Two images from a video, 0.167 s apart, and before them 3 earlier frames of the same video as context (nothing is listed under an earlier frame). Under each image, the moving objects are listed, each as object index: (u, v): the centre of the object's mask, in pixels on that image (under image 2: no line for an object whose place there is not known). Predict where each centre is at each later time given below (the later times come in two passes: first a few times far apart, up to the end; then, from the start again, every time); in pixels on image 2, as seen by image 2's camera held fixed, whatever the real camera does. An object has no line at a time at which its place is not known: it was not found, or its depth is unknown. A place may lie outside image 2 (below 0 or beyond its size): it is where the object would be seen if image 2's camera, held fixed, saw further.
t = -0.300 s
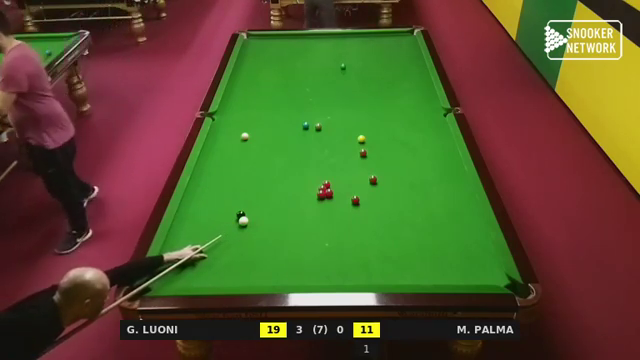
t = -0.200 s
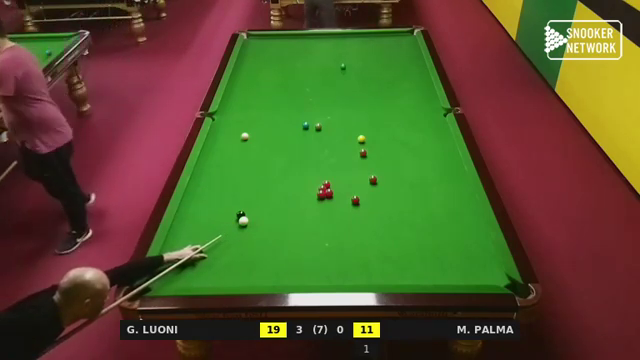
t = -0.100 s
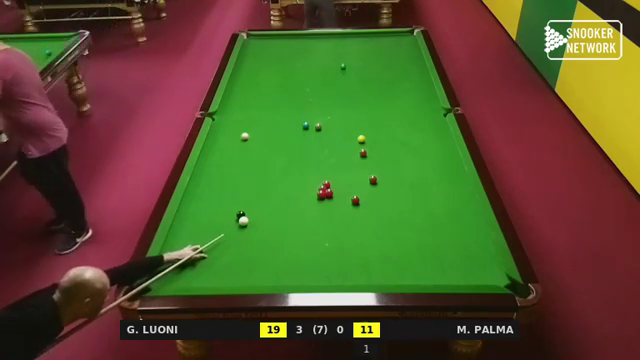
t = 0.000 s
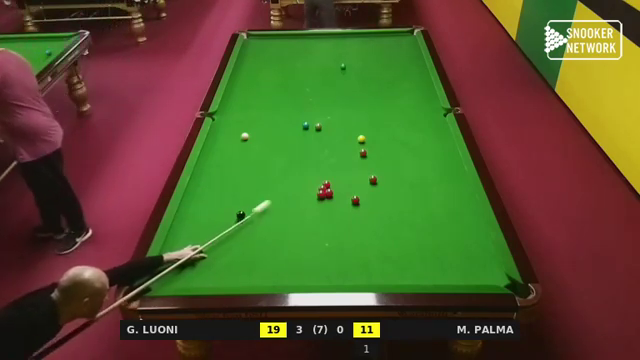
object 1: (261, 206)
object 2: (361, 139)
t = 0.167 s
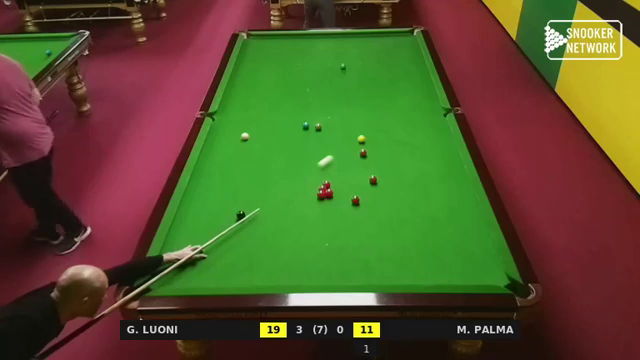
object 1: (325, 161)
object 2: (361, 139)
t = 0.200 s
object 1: (336, 153)
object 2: (361, 139)
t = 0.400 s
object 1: (347, 127)
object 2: (402, 128)
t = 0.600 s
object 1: (346, 108)
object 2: (440, 113)
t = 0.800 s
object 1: (345, 92)
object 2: (424, 99)
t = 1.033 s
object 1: (344, 75)
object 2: (410, 85)
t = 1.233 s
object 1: (344, 68)
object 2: (398, 74)
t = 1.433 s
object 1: (345, 65)
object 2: (389, 64)
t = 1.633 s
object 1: (346, 63)
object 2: (380, 55)
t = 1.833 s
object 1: (347, 60)
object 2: (372, 47)
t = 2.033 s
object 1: (347, 59)
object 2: (365, 39)
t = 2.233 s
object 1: (348, 57)
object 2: (358, 34)
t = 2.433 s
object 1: (349, 55)
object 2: (351, 40)
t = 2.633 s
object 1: (350, 54)
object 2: (343, 45)
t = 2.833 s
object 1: (350, 53)
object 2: (336, 50)
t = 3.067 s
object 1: (351, 52)
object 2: (326, 56)
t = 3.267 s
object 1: (351, 51)
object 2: (319, 62)
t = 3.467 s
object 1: (351, 50)
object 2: (311, 67)
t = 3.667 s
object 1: (351, 50)
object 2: (304, 73)
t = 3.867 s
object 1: (351, 50)
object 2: (296, 79)
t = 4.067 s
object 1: (351, 50)
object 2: (288, 84)
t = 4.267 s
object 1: (351, 49)
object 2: (280, 90)
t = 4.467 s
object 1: (351, 49)
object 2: (272, 96)
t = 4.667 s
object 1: (351, 49)
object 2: (264, 101)
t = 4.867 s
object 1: (351, 49)
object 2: (256, 107)
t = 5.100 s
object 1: (351, 49)
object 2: (247, 114)
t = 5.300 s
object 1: (351, 49)
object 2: (239, 120)
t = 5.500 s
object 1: (351, 49)
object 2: (231, 126)
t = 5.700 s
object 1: (351, 49)
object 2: (223, 131)
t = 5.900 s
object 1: (351, 49)
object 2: (215, 137)
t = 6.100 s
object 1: (351, 49)
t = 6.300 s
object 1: (351, 49)
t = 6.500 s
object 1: (351, 49)
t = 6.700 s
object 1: (351, 49)
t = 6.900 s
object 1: (351, 49)
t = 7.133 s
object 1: (351, 49)
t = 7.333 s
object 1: (351, 49)
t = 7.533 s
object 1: (351, 49)
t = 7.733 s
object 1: (351, 49)
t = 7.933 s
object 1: (351, 49)
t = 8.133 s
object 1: (351, 49)
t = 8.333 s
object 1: (351, 49)
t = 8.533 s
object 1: (351, 49)
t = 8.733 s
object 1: (351, 49)
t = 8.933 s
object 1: (351, 49)
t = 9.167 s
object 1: (351, 49)
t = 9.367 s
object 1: (351, 49)
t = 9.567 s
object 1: (351, 49)
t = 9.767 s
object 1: (351, 49)
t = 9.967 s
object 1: (351, 49)
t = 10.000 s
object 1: (351, 49)
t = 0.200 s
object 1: (336, 153)
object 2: (361, 139)
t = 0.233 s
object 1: (345, 146)
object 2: (361, 139)
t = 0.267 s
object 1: (353, 140)
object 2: (362, 139)
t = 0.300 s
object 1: (352, 136)
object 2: (372, 135)
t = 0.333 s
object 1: (350, 133)
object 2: (382, 133)
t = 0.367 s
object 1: (348, 130)
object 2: (392, 130)
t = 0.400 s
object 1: (347, 127)
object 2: (402, 128)
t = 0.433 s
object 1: (347, 123)
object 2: (411, 125)
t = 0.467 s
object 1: (346, 120)
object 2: (419, 123)
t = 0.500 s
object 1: (346, 117)
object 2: (428, 120)
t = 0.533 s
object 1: (346, 114)
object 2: (435, 118)
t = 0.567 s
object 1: (346, 111)
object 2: (442, 116)
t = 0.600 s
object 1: (346, 108)
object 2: (440, 113)
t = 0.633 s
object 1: (346, 106)
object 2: (436, 111)
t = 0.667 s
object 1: (345, 103)
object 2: (434, 108)
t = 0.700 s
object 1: (345, 100)
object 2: (431, 106)
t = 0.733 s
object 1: (345, 97)
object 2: (428, 104)
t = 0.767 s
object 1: (345, 95)
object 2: (426, 101)
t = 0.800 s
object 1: (345, 92)
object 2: (424, 99)
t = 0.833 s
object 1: (344, 90)
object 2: (422, 97)
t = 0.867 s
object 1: (344, 87)
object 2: (420, 95)
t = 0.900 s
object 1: (344, 85)
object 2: (418, 93)
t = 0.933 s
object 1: (344, 82)
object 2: (416, 91)
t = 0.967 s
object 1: (344, 80)
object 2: (414, 89)
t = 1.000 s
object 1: (344, 78)
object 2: (412, 86)
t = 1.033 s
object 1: (344, 75)
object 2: (410, 85)
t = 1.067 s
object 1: (343, 73)
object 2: (408, 83)
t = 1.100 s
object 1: (343, 71)
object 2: (406, 81)
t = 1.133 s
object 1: (343, 69)
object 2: (404, 79)
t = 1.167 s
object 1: (343, 68)
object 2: (402, 77)
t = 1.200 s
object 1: (344, 68)
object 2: (401, 75)
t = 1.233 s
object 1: (344, 68)
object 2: (398, 74)
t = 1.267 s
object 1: (344, 67)
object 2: (397, 72)
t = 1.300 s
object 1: (344, 67)
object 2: (396, 70)
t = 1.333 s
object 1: (344, 66)
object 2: (394, 68)
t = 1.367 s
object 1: (345, 66)
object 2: (392, 67)
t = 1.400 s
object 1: (345, 65)
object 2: (390, 65)
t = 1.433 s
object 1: (345, 65)
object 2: (389, 64)
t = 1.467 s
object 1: (345, 65)
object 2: (388, 62)
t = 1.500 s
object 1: (345, 64)
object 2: (386, 60)
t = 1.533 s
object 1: (346, 64)
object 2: (385, 59)
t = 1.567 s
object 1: (346, 63)
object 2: (383, 58)
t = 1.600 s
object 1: (346, 63)
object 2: (381, 56)
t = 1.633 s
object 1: (346, 63)
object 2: (380, 55)
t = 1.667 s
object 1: (346, 62)
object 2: (379, 53)
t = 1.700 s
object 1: (346, 62)
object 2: (378, 52)
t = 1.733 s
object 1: (346, 61)
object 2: (376, 50)
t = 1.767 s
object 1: (347, 61)
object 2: (375, 49)
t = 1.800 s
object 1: (347, 61)
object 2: (374, 48)
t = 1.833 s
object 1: (347, 60)
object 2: (372, 47)
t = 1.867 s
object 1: (347, 60)
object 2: (371, 45)
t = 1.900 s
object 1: (347, 60)
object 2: (370, 44)
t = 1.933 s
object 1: (347, 59)
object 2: (368, 43)
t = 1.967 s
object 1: (347, 59)
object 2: (367, 41)
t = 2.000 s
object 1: (348, 59)
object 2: (366, 40)
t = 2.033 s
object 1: (347, 59)
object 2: (365, 39)
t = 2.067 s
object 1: (348, 58)
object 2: (364, 37)
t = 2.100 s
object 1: (348, 58)
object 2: (363, 36)
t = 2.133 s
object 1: (348, 58)
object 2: (362, 35)
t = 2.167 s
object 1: (348, 57)
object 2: (360, 34)
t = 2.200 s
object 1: (348, 57)
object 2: (359, 34)
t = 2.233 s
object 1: (348, 57)
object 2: (358, 34)
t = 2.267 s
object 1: (348, 57)
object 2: (357, 36)
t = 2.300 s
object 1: (348, 56)
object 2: (355, 36)
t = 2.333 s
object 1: (349, 56)
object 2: (354, 37)
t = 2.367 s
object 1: (349, 56)
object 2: (353, 38)
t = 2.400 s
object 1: (349, 56)
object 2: (352, 39)
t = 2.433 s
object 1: (349, 55)
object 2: (351, 40)
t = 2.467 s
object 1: (349, 55)
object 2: (349, 41)
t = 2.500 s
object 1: (349, 55)
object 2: (348, 41)
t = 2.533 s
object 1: (349, 55)
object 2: (347, 43)
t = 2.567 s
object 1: (349, 54)
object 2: (345, 43)
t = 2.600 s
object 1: (349, 54)
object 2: (344, 44)
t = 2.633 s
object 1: (350, 54)
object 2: (343, 45)
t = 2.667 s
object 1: (350, 54)
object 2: (342, 46)
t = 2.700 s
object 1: (350, 53)
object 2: (340, 47)
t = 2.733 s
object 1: (350, 53)
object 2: (339, 47)
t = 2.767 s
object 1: (350, 53)
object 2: (338, 48)
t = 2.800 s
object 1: (350, 53)
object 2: (337, 49)
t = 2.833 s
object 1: (350, 53)
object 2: (336, 50)
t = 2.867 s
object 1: (350, 53)
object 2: (334, 51)
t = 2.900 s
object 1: (350, 53)
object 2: (333, 52)
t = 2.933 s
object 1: (350, 52)
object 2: (332, 53)
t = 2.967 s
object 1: (350, 52)
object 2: (331, 53)
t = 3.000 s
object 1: (351, 52)
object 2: (329, 55)
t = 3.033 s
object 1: (351, 52)
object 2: (328, 55)
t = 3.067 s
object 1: (351, 52)
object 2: (326, 56)
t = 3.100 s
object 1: (351, 52)
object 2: (325, 57)
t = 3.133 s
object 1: (351, 52)
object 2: (324, 58)
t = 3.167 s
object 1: (351, 51)
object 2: (323, 59)
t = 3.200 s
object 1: (351, 51)
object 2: (322, 60)
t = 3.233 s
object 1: (351, 51)
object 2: (320, 61)
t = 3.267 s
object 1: (351, 51)
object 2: (319, 62)
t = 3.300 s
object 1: (351, 51)
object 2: (318, 63)
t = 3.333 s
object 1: (351, 51)
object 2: (316, 64)
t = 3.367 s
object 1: (351, 51)
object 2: (315, 65)
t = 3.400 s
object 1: (351, 50)
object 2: (314, 65)
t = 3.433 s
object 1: (351, 50)
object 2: (313, 67)
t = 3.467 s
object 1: (351, 50)
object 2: (311, 67)
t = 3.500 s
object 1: (351, 50)
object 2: (310, 68)
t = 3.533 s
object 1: (351, 50)
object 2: (309, 69)
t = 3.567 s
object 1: (351, 50)
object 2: (307, 70)
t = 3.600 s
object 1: (351, 50)
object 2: (306, 71)
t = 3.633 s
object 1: (351, 50)
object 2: (305, 72)
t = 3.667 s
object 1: (351, 50)
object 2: (304, 73)
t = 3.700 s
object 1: (351, 50)
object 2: (302, 74)
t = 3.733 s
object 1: (351, 50)
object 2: (301, 75)
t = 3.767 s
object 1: (351, 50)
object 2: (300, 76)
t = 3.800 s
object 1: (351, 50)
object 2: (298, 77)
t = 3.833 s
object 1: (351, 50)
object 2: (297, 78)
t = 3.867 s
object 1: (351, 50)
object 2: (296, 79)
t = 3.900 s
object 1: (351, 50)
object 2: (294, 80)
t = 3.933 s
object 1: (351, 50)
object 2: (293, 81)
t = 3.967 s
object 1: (351, 50)
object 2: (292, 81)
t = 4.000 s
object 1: (351, 50)
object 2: (291, 82)
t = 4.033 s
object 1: (351, 50)
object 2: (289, 84)
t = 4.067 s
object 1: (351, 50)
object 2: (288, 84)
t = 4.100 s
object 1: (351, 50)
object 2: (287, 85)
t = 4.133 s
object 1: (351, 50)
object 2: (285, 86)
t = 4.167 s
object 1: (351, 50)
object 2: (284, 87)
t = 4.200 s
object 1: (351, 49)
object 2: (283, 88)
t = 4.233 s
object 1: (351, 49)
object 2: (281, 89)
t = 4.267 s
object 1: (351, 49)
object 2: (280, 90)
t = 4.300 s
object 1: (351, 49)
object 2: (279, 91)
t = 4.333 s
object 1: (351, 49)
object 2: (277, 92)
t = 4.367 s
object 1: (351, 49)
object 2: (276, 93)
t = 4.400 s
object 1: (351, 49)
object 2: (275, 94)
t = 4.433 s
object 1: (351, 49)
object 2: (274, 95)
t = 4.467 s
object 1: (351, 49)
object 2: (272, 96)
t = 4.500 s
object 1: (351, 49)
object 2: (271, 97)
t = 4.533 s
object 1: (351, 49)
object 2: (269, 98)
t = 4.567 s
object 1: (351, 49)
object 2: (268, 99)
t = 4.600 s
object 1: (351, 49)
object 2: (267, 100)
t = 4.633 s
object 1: (351, 49)
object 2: (265, 101)
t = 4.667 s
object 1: (351, 49)
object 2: (264, 101)
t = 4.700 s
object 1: (351, 49)
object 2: (263, 102)
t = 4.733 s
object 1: (351, 49)
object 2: (262, 104)
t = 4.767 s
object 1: (351, 49)
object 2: (260, 105)
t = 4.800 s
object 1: (351, 49)
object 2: (259, 105)
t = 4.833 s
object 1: (351, 49)
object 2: (258, 106)
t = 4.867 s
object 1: (351, 49)
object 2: (256, 107)
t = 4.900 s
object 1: (351, 49)
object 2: (255, 108)
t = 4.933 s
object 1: (351, 49)
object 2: (254, 109)
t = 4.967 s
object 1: (351, 49)
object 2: (252, 110)
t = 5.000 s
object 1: (351, 49)
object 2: (251, 111)
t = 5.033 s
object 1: (351, 49)
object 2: (250, 112)
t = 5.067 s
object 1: (351, 49)
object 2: (248, 113)
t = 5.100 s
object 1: (351, 49)
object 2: (247, 114)
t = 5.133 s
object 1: (351, 49)
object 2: (246, 115)
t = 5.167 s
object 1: (351, 49)
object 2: (244, 116)
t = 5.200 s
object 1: (351, 49)
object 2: (243, 117)
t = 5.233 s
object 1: (351, 49)
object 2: (242, 118)
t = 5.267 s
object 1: (351, 49)
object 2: (240, 119)
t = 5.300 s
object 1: (351, 49)
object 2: (239, 120)
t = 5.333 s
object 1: (351, 49)
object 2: (237, 121)
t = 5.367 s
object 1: (351, 49)
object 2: (236, 122)
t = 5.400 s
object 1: (351, 49)
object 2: (235, 123)
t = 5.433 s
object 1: (351, 49)
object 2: (234, 124)
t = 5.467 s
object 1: (351, 49)
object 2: (232, 125)
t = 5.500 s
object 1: (351, 49)
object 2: (231, 126)
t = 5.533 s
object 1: (351, 49)
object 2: (230, 127)
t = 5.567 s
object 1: (351, 49)
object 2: (228, 127)
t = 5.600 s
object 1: (351, 49)
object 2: (227, 129)
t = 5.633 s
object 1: (351, 49)
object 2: (226, 129)
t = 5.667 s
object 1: (351, 49)
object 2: (224, 130)
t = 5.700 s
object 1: (351, 49)
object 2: (223, 131)
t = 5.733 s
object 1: (351, 49)
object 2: (222, 132)
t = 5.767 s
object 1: (351, 49)
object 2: (220, 133)
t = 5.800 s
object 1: (351, 49)
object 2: (219, 134)
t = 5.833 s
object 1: (351, 49)
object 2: (218, 135)
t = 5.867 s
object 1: (351, 49)
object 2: (217, 136)
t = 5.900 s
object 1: (351, 49)
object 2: (215, 137)
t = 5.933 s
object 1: (351, 49)
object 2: (214, 138)
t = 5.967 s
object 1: (351, 49)
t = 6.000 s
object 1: (351, 49)
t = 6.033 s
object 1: (351, 49)
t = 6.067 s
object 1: (351, 49)
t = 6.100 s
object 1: (351, 49)
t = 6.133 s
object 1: (351, 49)
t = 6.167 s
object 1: (351, 49)
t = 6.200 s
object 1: (351, 49)
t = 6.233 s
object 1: (351, 49)
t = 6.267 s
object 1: (351, 49)
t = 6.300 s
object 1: (351, 49)
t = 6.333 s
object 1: (351, 49)
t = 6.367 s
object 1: (351, 49)
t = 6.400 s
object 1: (351, 49)
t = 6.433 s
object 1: (351, 49)
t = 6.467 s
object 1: (351, 49)
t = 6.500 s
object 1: (351, 49)
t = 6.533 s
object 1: (351, 49)
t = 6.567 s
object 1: (351, 49)
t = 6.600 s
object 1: (351, 49)
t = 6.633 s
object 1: (351, 49)
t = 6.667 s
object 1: (351, 49)
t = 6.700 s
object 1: (351, 49)
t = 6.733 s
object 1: (351, 49)
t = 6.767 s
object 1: (351, 49)
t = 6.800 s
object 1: (351, 49)
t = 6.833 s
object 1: (351, 49)
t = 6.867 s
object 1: (351, 49)
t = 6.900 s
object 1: (351, 49)
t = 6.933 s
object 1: (351, 49)
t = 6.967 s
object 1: (351, 49)
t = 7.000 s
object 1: (351, 49)
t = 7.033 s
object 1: (351, 49)
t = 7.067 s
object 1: (351, 49)
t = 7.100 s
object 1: (351, 49)
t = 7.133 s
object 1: (351, 49)
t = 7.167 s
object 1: (351, 49)
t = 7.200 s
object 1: (351, 49)
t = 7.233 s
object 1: (351, 49)
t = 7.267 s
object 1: (351, 49)
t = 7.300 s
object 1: (351, 49)
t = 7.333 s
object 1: (351, 49)
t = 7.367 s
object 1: (351, 49)
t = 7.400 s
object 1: (351, 49)
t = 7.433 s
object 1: (351, 49)
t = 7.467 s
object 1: (351, 49)
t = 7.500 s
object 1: (351, 49)
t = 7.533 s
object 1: (351, 49)
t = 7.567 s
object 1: (351, 49)
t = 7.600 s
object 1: (351, 49)
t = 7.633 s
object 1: (351, 49)
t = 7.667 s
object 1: (351, 49)
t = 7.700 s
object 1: (351, 49)
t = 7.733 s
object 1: (351, 49)
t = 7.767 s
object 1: (351, 49)
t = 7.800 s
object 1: (351, 49)
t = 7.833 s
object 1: (351, 49)
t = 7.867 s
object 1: (351, 49)
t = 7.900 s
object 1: (351, 49)
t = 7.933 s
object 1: (351, 49)
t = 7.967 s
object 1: (351, 49)
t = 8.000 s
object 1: (351, 49)
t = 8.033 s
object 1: (351, 49)
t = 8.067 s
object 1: (351, 49)
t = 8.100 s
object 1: (351, 49)
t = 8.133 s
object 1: (351, 49)
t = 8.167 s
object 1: (351, 49)
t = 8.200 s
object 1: (351, 49)
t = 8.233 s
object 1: (351, 49)
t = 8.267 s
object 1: (351, 49)
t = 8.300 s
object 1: (351, 49)
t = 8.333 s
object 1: (351, 49)
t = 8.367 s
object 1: (351, 49)
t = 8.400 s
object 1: (351, 49)
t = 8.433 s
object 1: (351, 49)
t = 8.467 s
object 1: (351, 49)
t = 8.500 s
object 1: (351, 49)
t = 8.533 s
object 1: (351, 49)
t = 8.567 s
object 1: (351, 49)
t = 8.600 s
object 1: (351, 49)
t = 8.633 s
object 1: (351, 49)
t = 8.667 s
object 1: (351, 49)
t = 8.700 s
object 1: (351, 49)
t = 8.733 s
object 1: (351, 49)
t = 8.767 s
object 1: (351, 49)
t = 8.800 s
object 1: (351, 49)
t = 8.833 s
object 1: (351, 49)
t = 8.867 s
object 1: (351, 49)
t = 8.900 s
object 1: (351, 49)
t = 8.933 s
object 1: (351, 49)
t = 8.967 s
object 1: (351, 49)
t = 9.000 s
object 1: (351, 49)
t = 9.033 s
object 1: (351, 49)
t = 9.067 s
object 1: (351, 49)
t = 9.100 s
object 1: (351, 49)
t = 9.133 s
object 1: (351, 49)
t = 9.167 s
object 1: (351, 49)
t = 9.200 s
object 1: (351, 49)
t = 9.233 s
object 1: (351, 49)
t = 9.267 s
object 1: (351, 49)
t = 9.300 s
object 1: (351, 49)
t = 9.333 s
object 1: (351, 49)
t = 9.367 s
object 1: (351, 49)
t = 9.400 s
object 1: (351, 49)
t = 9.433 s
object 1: (351, 49)
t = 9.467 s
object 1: (351, 49)
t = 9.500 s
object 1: (351, 49)
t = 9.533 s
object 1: (351, 49)
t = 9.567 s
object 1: (351, 49)
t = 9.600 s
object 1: (351, 49)
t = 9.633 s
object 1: (351, 49)
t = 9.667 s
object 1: (351, 49)
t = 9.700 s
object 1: (351, 49)
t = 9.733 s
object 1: (351, 49)
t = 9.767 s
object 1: (351, 49)
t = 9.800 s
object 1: (351, 49)
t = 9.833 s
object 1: (351, 49)
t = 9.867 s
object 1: (351, 49)
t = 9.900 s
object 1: (351, 49)
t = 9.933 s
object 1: (351, 49)
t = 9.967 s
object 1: (351, 49)
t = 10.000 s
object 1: (351, 49)
